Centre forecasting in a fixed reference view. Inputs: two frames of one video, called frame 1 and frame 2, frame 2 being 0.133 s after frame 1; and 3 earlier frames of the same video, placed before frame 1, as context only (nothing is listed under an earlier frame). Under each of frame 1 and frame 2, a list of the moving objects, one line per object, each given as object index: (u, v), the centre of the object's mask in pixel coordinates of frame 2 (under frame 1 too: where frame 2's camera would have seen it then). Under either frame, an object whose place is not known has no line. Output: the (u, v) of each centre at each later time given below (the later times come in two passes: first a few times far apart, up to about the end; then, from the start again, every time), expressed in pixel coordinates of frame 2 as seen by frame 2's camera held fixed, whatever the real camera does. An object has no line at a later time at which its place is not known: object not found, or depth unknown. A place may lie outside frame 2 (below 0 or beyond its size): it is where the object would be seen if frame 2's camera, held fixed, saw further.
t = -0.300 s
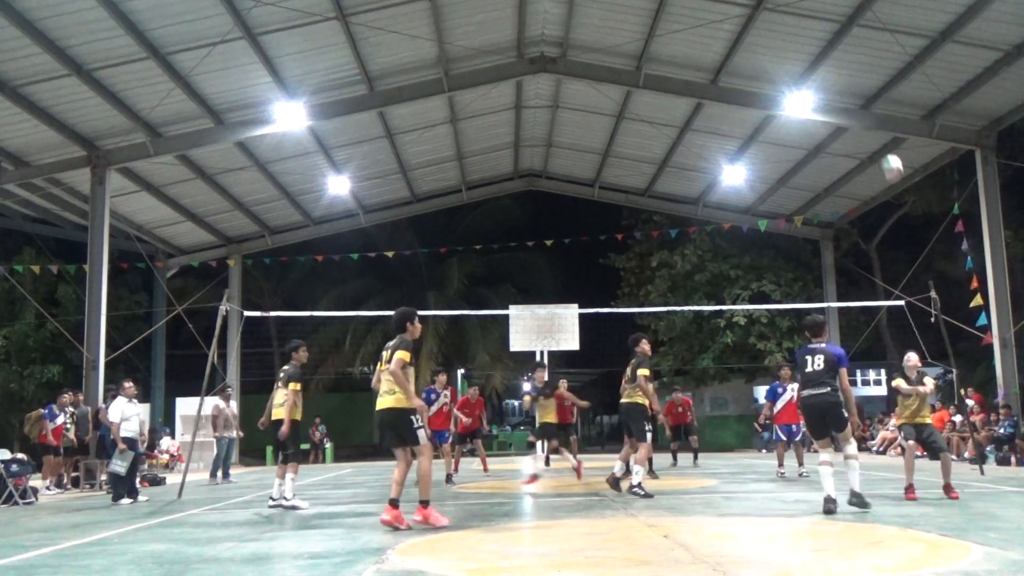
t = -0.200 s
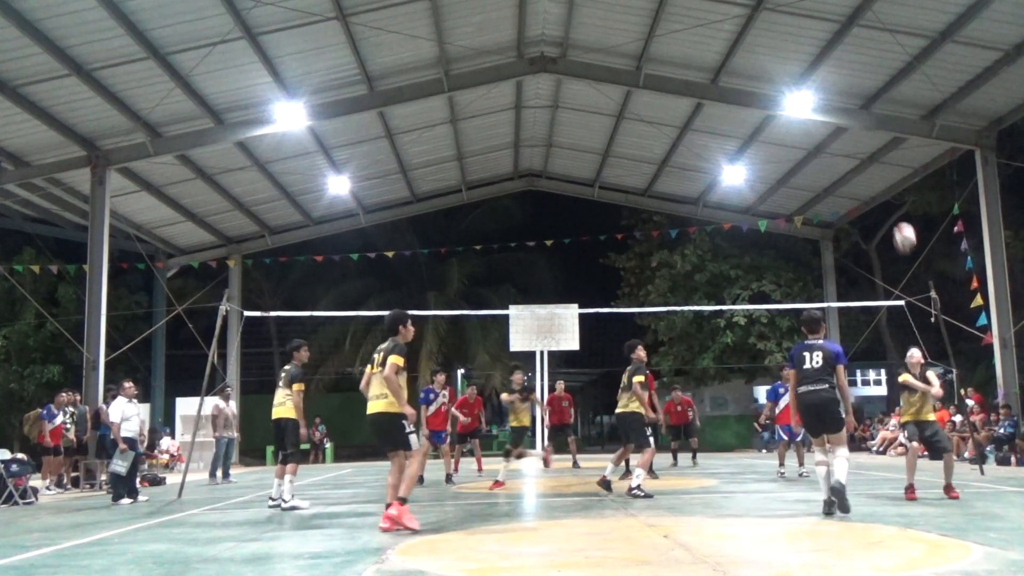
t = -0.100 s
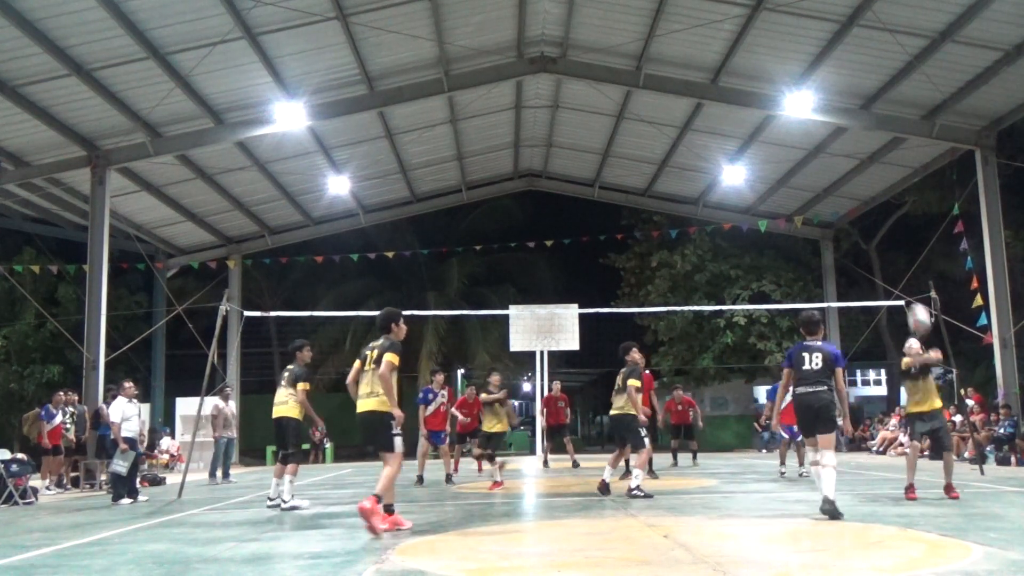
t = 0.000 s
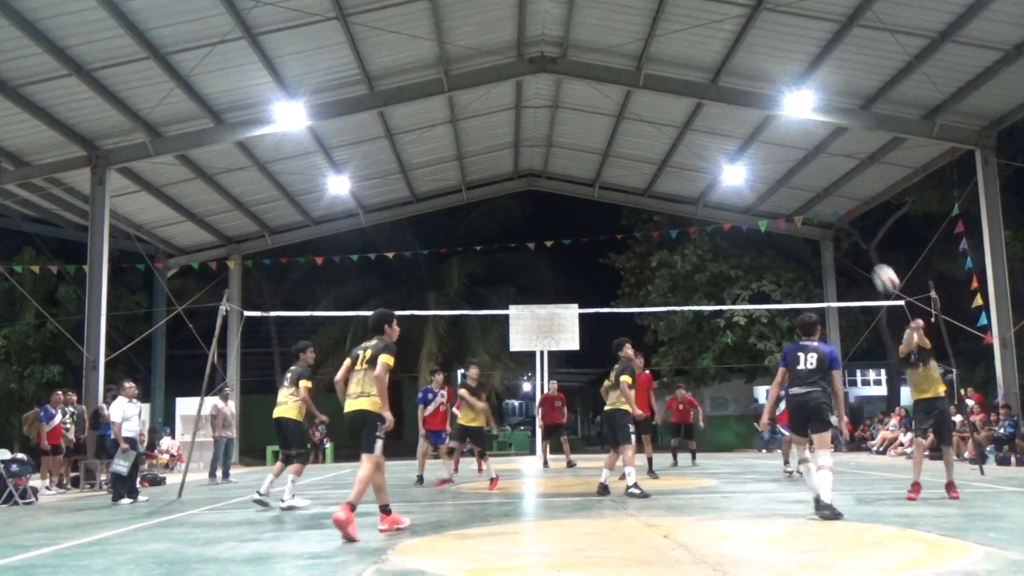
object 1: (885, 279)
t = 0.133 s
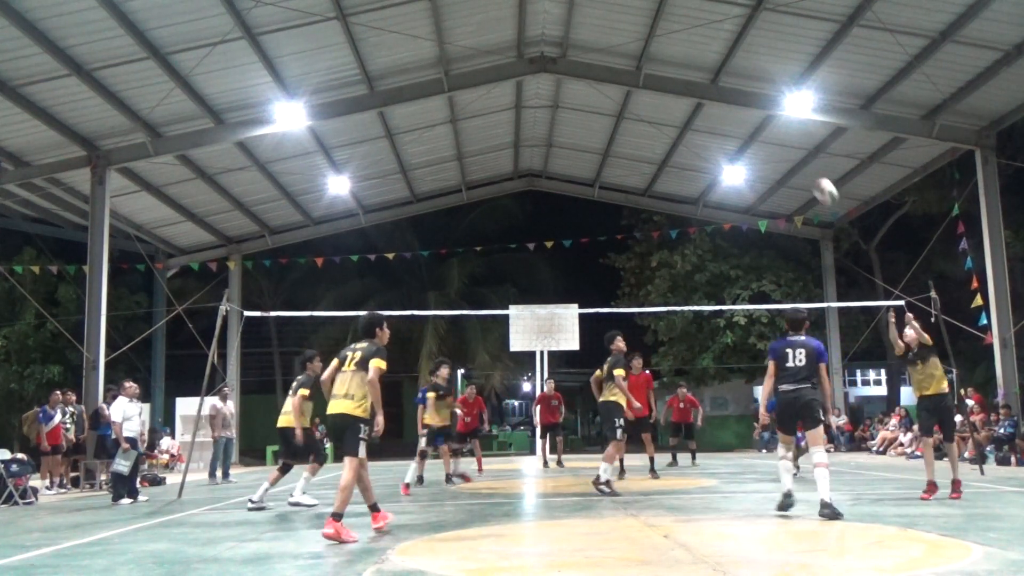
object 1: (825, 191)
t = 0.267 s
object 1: (769, 124)
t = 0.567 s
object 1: (657, 45)
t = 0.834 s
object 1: (569, 45)
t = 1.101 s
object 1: (487, 102)
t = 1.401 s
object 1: (410, 231)
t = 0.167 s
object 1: (810, 172)
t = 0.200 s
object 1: (796, 155)
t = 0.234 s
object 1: (783, 138)
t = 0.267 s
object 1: (769, 124)
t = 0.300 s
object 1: (757, 110)
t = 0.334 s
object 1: (743, 98)
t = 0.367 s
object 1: (730, 88)
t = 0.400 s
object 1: (718, 78)
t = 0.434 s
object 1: (706, 70)
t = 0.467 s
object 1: (692, 62)
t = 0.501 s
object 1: (680, 55)
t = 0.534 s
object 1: (669, 50)
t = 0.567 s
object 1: (657, 45)
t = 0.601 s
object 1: (646, 42)
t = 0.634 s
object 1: (634, 39)
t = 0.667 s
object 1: (622, 38)
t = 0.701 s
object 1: (611, 37)
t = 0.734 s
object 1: (601, 37)
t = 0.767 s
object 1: (590, 38)
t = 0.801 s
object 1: (579, 41)
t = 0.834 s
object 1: (569, 45)
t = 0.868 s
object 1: (558, 48)
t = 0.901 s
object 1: (549, 52)
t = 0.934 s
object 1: (538, 59)
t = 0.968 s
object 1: (527, 65)
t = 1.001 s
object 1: (518, 72)
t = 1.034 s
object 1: (509, 80)
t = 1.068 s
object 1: (497, 92)
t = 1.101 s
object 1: (487, 102)
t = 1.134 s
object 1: (479, 112)
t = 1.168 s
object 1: (470, 124)
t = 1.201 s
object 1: (461, 136)
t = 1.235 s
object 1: (452, 150)
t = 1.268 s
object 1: (443, 164)
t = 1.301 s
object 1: (434, 180)
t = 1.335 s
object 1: (426, 196)
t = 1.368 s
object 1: (418, 213)
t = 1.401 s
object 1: (410, 231)
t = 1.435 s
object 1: (401, 250)
